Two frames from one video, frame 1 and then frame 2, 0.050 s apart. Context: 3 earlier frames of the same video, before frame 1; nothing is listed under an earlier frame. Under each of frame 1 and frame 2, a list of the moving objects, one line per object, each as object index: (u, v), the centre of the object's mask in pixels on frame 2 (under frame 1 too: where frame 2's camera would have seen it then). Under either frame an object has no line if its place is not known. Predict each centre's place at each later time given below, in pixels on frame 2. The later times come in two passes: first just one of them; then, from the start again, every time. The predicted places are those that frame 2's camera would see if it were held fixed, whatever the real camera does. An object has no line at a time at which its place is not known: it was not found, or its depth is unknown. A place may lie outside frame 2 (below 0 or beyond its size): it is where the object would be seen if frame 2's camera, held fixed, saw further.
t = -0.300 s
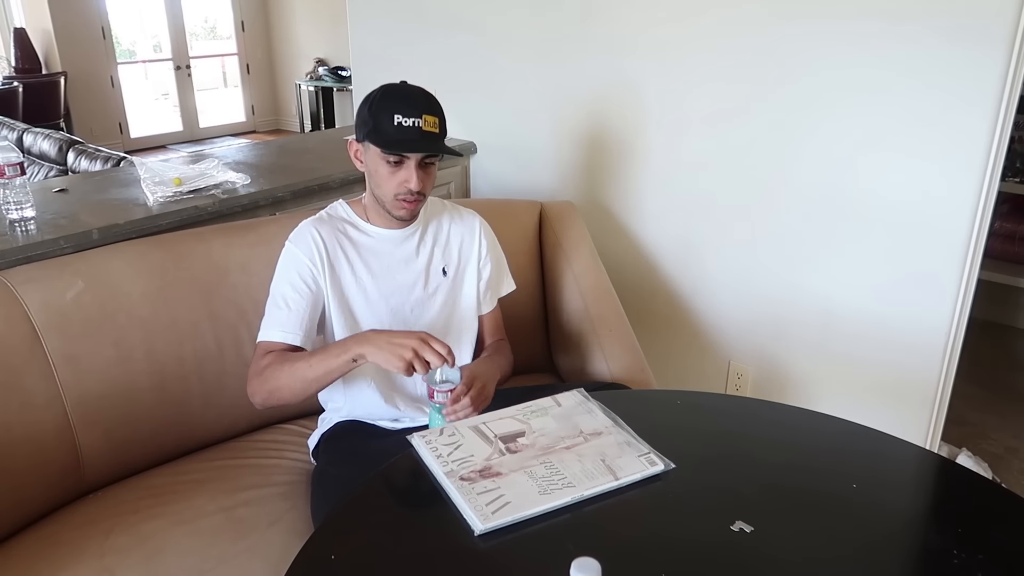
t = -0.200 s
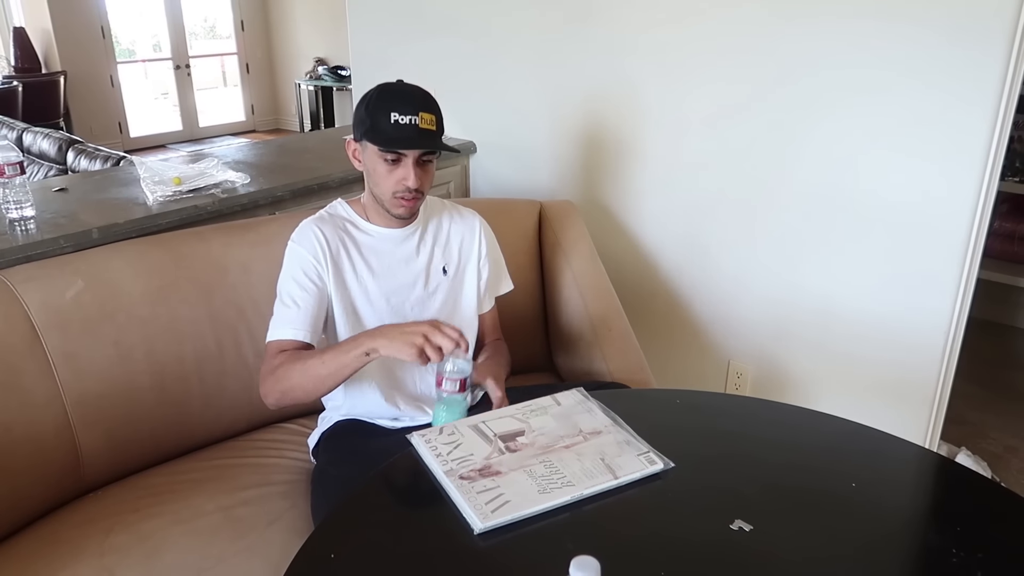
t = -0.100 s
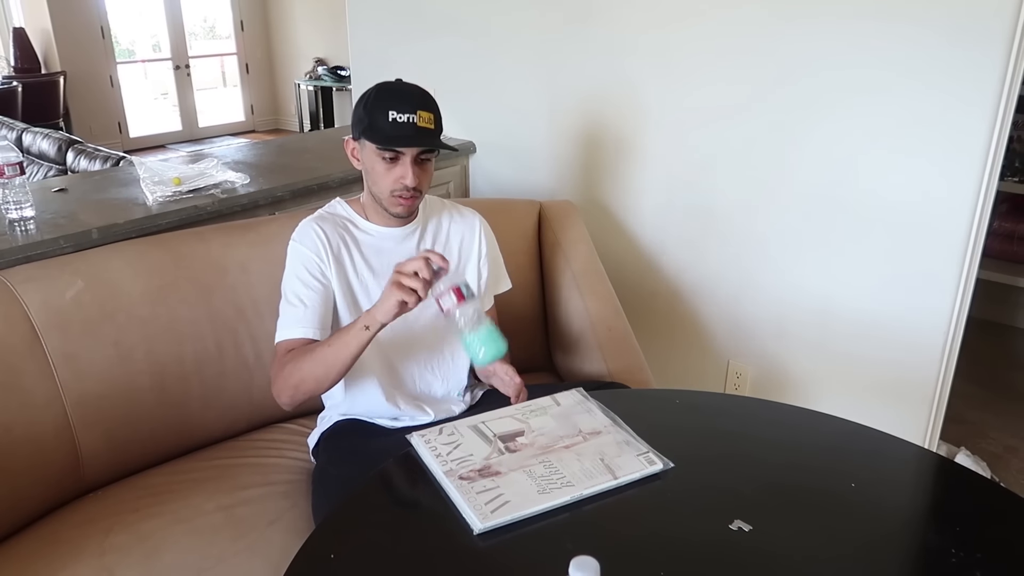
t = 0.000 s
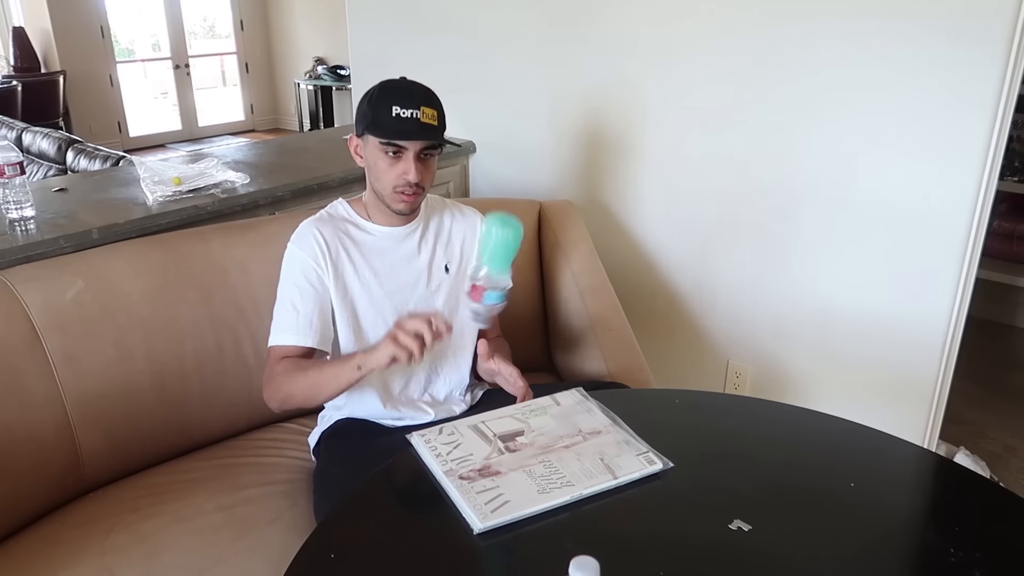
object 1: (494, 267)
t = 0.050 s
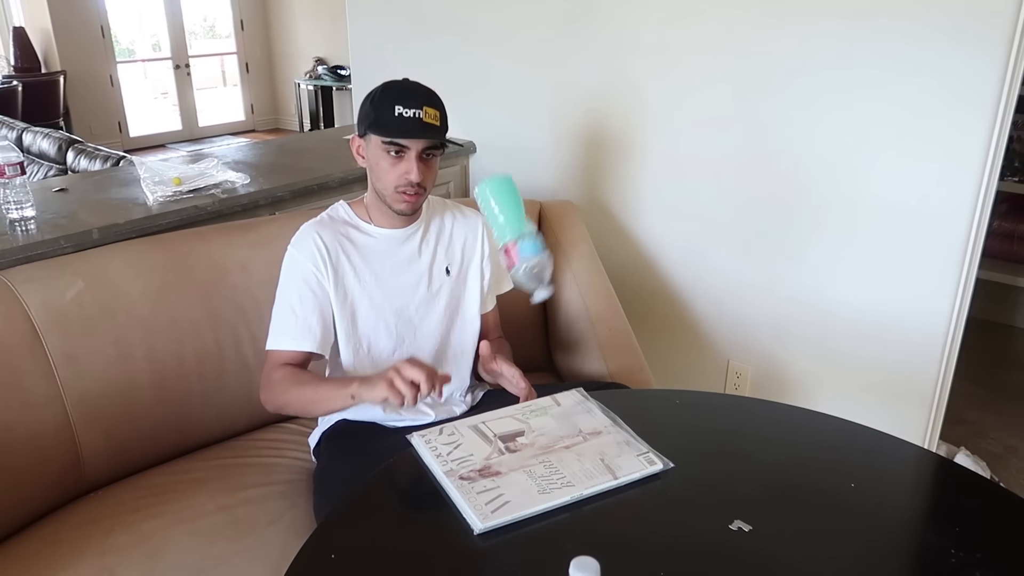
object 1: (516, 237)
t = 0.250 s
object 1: (541, 221)
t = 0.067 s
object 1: (521, 223)
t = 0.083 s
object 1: (524, 210)
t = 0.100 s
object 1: (525, 200)
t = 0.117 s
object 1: (527, 193)
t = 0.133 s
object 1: (528, 189)
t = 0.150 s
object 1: (529, 188)
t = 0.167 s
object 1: (532, 188)
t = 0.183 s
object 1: (534, 190)
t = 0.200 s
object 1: (536, 195)
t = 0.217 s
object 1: (538, 201)
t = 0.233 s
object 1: (540, 210)
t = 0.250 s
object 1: (541, 221)
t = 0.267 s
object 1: (543, 233)
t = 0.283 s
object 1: (544, 248)
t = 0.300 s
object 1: (545, 266)
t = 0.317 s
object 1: (547, 284)
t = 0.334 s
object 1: (548, 304)
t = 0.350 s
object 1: (550, 326)
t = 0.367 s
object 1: (551, 349)
